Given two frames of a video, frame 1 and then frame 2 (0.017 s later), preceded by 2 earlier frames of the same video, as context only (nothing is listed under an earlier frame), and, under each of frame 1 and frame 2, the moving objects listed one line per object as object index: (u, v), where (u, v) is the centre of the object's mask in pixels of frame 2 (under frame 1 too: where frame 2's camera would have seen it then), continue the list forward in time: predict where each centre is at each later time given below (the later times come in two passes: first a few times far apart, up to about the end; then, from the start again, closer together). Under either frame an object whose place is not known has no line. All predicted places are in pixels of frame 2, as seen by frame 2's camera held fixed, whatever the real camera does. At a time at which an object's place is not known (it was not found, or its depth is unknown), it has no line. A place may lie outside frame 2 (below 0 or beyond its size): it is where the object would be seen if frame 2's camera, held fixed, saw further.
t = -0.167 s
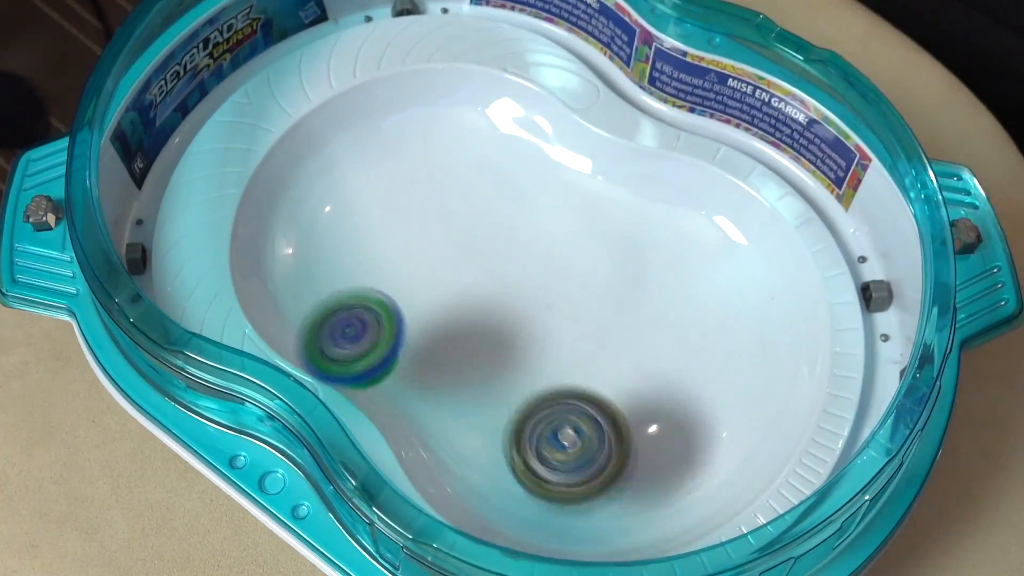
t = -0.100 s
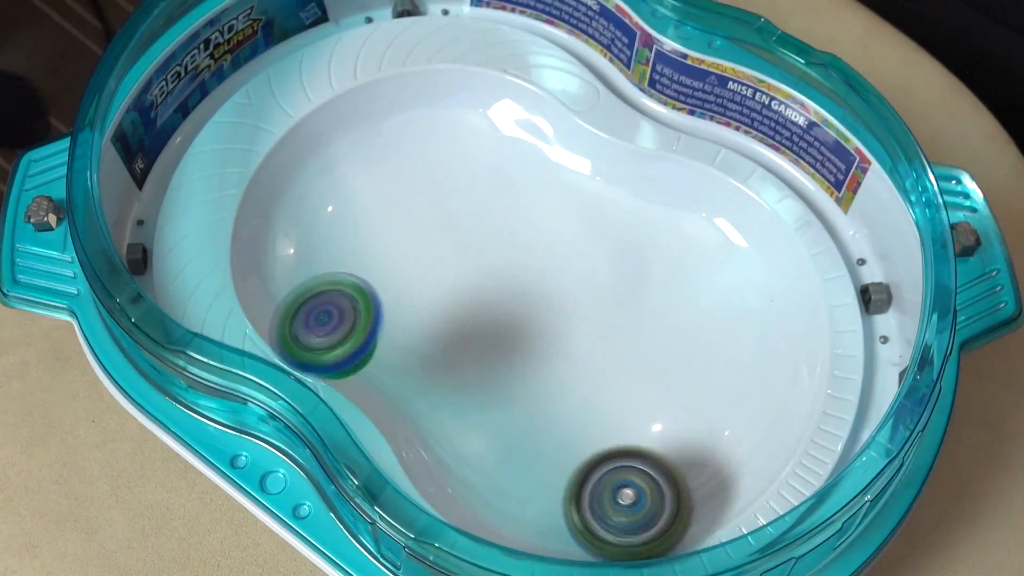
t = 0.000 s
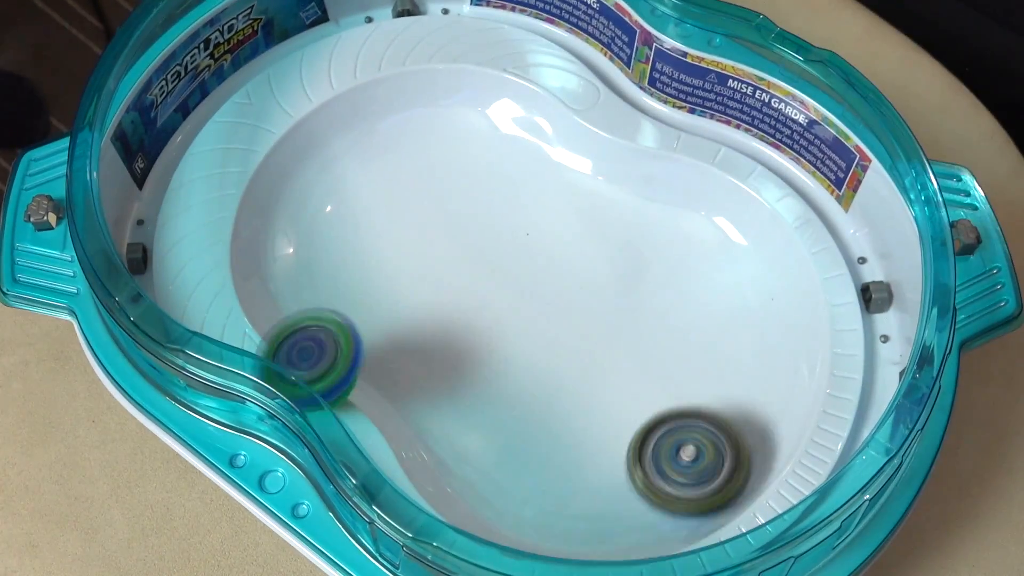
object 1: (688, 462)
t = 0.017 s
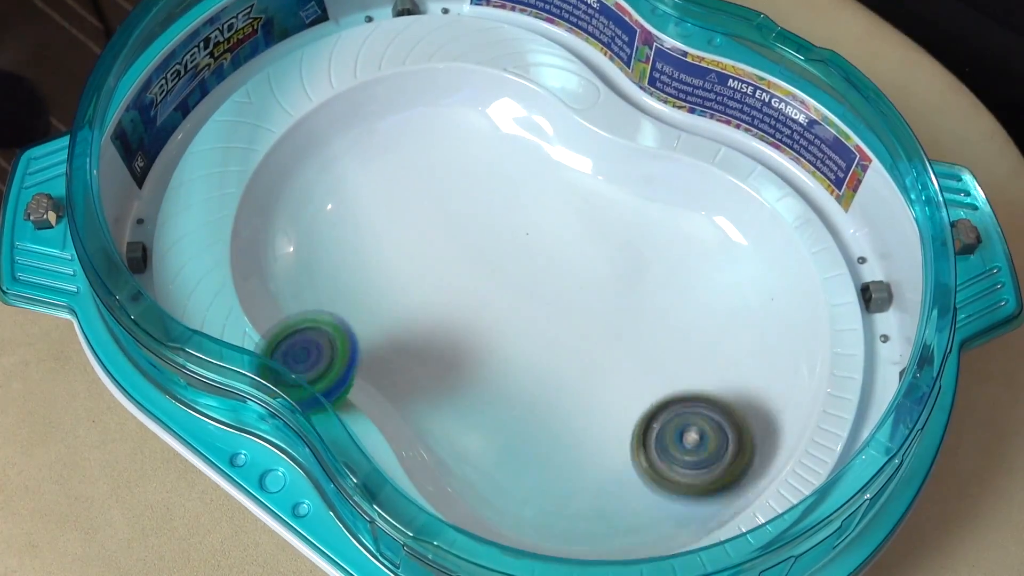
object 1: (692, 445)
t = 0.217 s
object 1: (647, 245)
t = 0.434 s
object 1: (428, 203)
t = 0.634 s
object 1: (260, 271)
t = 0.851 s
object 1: (531, 308)
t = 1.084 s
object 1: (752, 301)
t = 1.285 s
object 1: (635, 278)
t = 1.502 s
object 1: (410, 309)
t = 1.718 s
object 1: (439, 326)
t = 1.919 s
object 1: (605, 328)
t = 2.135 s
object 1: (665, 319)
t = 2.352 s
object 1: (542, 278)
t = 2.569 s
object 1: (458, 317)
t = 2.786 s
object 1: (591, 405)
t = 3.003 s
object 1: (714, 317)
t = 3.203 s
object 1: (578, 183)
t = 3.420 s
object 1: (311, 196)
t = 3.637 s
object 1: (395, 338)
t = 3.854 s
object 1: (750, 371)
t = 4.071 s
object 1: (684, 228)
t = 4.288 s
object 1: (337, 183)
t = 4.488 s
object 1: (326, 306)
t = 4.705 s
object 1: (708, 397)
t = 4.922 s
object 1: (727, 251)
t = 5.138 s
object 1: (388, 179)
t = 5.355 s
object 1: (297, 290)
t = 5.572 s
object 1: (652, 397)
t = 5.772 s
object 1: (773, 278)
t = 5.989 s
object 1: (469, 178)
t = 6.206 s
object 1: (266, 243)
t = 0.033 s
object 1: (696, 430)
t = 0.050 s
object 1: (697, 412)
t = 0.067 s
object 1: (698, 394)
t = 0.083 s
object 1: (697, 374)
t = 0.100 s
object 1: (697, 357)
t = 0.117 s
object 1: (693, 338)
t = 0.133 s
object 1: (689, 321)
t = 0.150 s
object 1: (682, 305)
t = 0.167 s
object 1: (674, 288)
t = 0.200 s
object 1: (656, 258)
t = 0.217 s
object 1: (647, 245)
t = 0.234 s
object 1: (635, 232)
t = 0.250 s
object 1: (624, 222)
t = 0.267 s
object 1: (611, 214)
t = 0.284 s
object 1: (599, 207)
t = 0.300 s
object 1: (584, 201)
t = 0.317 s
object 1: (571, 197)
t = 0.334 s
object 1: (554, 195)
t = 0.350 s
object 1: (537, 195)
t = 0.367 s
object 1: (517, 194)
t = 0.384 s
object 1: (497, 196)
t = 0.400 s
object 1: (475, 197)
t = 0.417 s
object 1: (451, 200)
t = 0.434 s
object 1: (428, 203)
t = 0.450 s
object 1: (405, 207)
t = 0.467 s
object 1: (383, 212)
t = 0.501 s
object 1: (337, 222)
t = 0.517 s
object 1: (316, 228)
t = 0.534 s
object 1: (297, 234)
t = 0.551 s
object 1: (280, 240)
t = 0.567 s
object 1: (269, 244)
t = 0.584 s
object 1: (260, 249)
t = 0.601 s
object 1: (258, 256)
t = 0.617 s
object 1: (256, 264)
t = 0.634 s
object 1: (260, 271)
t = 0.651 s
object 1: (268, 278)
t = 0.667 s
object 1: (281, 285)
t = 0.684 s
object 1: (295, 295)
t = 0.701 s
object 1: (312, 302)
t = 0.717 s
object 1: (330, 307)
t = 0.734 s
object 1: (354, 308)
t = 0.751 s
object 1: (377, 309)
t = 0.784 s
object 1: (428, 309)
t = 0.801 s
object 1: (455, 308)
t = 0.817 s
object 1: (480, 308)
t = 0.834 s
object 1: (506, 308)
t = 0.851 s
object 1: (531, 308)
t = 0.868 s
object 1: (554, 308)
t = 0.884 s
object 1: (577, 308)
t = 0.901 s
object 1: (600, 309)
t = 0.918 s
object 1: (622, 309)
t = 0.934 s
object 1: (642, 311)
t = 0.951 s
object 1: (661, 311)
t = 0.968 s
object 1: (680, 311)
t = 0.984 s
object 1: (694, 311)
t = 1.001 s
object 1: (709, 310)
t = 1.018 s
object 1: (721, 309)
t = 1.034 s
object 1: (732, 308)
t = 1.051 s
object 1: (741, 306)
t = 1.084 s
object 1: (752, 301)
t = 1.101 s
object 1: (752, 300)
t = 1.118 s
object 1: (752, 298)
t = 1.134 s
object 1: (749, 297)
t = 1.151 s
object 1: (744, 297)
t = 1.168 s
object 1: (735, 296)
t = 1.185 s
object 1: (725, 295)
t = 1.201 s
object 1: (712, 293)
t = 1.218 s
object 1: (700, 291)
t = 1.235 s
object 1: (686, 288)
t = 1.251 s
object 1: (669, 285)
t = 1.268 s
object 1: (654, 281)
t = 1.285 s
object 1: (635, 278)
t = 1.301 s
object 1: (616, 275)
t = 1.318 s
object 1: (598, 275)
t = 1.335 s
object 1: (575, 276)
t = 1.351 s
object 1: (555, 277)
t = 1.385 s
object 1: (517, 282)
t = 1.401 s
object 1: (499, 285)
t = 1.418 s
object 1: (481, 289)
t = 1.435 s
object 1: (463, 293)
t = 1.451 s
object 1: (448, 296)
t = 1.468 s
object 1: (434, 301)
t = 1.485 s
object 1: (421, 305)
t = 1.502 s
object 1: (410, 309)
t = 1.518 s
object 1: (401, 313)
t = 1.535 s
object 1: (394, 316)
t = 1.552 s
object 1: (389, 319)
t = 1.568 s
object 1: (385, 321)
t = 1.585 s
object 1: (383, 323)
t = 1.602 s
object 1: (384, 325)
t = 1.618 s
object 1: (386, 326)
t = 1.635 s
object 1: (390, 326)
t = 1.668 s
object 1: (405, 327)
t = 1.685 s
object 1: (414, 327)
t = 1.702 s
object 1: (426, 326)
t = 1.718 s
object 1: (439, 326)
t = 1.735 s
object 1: (452, 325)
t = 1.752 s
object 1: (467, 325)
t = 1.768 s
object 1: (483, 325)
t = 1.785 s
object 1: (498, 325)
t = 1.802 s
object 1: (513, 325)
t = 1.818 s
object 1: (529, 324)
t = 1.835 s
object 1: (543, 325)
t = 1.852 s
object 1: (556, 325)
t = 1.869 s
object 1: (569, 325)
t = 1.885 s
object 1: (582, 326)
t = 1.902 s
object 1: (594, 327)
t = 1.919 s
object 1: (605, 328)
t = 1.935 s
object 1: (616, 329)
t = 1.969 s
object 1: (634, 332)
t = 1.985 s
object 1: (642, 332)
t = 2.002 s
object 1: (649, 332)
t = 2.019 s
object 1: (655, 333)
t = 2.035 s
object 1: (660, 332)
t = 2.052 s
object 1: (663, 331)
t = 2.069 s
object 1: (666, 330)
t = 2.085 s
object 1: (668, 328)
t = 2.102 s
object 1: (668, 326)
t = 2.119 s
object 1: (667, 323)
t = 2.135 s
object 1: (665, 319)
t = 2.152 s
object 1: (663, 316)
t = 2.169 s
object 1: (659, 312)
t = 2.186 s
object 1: (652, 306)
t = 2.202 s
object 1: (646, 301)
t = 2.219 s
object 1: (639, 296)
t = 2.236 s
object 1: (630, 291)
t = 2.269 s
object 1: (608, 284)
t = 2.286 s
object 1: (596, 282)
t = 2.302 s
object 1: (583, 281)
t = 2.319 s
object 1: (569, 280)
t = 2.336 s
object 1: (554, 279)
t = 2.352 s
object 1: (542, 278)
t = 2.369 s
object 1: (530, 279)
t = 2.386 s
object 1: (518, 280)
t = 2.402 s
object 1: (506, 281)
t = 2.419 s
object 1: (497, 283)
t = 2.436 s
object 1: (488, 285)
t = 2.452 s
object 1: (480, 288)
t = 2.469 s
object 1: (473, 292)
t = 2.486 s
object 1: (466, 295)
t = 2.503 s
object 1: (462, 298)
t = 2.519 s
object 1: (460, 302)
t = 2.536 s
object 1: (458, 308)
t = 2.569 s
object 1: (458, 317)
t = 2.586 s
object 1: (462, 322)
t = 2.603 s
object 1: (467, 328)
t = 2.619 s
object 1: (473, 333)
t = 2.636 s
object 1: (481, 339)
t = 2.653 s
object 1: (490, 345)
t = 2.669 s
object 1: (500, 351)
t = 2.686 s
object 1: (512, 358)
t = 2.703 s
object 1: (525, 367)
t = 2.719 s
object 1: (537, 375)
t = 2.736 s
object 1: (551, 384)
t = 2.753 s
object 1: (564, 392)
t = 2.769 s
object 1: (577, 399)
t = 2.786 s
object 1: (591, 405)
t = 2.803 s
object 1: (605, 409)
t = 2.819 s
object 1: (617, 410)
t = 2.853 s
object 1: (645, 406)
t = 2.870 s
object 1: (656, 402)
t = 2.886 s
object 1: (668, 396)
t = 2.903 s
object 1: (678, 389)
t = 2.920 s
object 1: (687, 379)
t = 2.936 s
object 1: (696, 369)
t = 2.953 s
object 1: (703, 357)
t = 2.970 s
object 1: (708, 344)
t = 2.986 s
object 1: (712, 331)
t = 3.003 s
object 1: (714, 317)
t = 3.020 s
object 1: (714, 302)
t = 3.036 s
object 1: (711, 285)
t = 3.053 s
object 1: (706, 270)
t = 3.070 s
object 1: (699, 255)
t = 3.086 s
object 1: (691, 241)
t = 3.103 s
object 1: (681, 227)
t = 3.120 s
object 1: (667, 216)
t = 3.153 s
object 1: (636, 197)
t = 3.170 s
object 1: (617, 191)
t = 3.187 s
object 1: (600, 186)
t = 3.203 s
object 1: (578, 183)
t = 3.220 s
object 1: (557, 181)
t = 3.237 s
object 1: (535, 179)
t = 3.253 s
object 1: (511, 179)
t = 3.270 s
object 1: (487, 178)
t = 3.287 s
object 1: (463, 177)
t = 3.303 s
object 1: (441, 176)
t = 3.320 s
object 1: (418, 175)
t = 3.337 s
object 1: (398, 176)
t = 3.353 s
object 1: (378, 178)
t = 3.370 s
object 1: (360, 180)
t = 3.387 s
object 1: (343, 184)
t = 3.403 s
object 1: (326, 189)
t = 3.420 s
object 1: (311, 196)
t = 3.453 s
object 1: (286, 215)
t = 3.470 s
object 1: (277, 225)
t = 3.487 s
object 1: (272, 236)
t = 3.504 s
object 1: (271, 249)
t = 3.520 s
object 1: (273, 263)
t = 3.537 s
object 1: (281, 276)
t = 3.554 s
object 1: (292, 289)
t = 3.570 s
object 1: (306, 301)
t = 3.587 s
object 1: (326, 312)
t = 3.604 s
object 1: (347, 322)
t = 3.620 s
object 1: (370, 330)
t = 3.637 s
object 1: (395, 338)
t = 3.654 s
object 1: (423, 345)
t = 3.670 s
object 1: (452, 351)
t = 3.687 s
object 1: (481, 358)
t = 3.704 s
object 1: (511, 364)
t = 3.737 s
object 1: (572, 377)
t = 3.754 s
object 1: (604, 382)
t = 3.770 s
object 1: (632, 385)
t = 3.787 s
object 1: (661, 387)
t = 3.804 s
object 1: (686, 386)
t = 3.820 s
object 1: (711, 384)
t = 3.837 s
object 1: (732, 378)
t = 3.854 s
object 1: (750, 371)
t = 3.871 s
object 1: (766, 361)
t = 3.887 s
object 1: (780, 351)
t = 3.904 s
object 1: (790, 338)
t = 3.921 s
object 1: (795, 325)
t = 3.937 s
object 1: (796, 311)
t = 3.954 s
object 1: (794, 300)
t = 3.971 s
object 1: (788, 289)
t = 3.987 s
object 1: (778, 280)
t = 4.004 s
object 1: (763, 271)
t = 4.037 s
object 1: (729, 250)
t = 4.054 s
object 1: (707, 239)
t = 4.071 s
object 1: (684, 228)
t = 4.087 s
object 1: (659, 219)
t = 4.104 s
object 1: (630, 210)
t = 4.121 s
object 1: (600, 203)
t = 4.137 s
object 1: (572, 200)
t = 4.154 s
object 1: (543, 198)
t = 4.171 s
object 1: (514, 194)
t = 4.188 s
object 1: (486, 191)
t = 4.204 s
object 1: (457, 188)
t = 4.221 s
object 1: (431, 186)
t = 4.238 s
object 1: (405, 185)
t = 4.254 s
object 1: (381, 183)
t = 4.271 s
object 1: (359, 183)
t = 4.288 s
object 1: (337, 183)
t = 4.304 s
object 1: (316, 186)
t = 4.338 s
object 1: (283, 194)
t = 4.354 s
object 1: (273, 200)
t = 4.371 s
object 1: (264, 209)
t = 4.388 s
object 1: (261, 220)
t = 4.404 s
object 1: (261, 233)
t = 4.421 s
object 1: (264, 249)
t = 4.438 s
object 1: (273, 265)
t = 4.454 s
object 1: (287, 281)
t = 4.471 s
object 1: (304, 295)
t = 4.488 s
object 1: (326, 306)
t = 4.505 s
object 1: (352, 316)
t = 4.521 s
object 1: (379, 326)
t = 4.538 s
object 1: (408, 335)
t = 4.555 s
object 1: (439, 344)
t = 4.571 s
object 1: (471, 354)
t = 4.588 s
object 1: (503, 364)
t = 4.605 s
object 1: (533, 373)
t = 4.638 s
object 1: (596, 390)
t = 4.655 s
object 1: (624, 394)
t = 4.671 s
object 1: (654, 398)
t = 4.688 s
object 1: (682, 398)
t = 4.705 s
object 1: (708, 397)
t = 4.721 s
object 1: (734, 392)
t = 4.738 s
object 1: (756, 384)
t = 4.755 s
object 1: (773, 373)
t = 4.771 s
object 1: (786, 360)
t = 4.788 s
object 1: (794, 346)
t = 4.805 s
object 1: (798, 333)
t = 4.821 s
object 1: (798, 320)
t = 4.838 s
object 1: (795, 308)
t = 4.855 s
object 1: (789, 298)
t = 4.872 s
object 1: (779, 287)
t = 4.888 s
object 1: (765, 276)
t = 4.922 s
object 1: (727, 251)
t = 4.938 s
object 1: (702, 237)
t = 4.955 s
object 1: (679, 225)
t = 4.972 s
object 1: (652, 215)
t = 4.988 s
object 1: (626, 207)
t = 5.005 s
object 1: (599, 201)
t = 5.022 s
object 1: (570, 196)
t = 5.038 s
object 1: (540, 193)
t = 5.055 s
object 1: (511, 190)
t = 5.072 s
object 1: (485, 187)
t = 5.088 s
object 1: (460, 185)
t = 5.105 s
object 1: (435, 183)
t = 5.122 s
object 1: (411, 180)
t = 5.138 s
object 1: (388, 179)
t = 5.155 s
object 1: (367, 178)
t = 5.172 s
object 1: (346, 180)
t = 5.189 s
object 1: (327, 182)
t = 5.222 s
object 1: (294, 190)
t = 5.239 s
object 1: (281, 196)
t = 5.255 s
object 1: (271, 204)
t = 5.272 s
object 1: (264, 215)
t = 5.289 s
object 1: (262, 229)
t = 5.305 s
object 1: (264, 245)
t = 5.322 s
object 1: (271, 259)
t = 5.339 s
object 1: (282, 275)
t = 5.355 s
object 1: (297, 290)
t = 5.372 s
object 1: (316, 303)
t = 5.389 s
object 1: (340, 315)
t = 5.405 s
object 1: (365, 324)
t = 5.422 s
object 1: (394, 333)
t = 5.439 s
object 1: (421, 342)
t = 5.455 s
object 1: (450, 351)
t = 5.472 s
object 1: (481, 362)
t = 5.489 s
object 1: (511, 371)
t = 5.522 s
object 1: (569, 386)
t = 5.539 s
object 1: (599, 391)
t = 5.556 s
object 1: (625, 395)
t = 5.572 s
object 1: (652, 397)
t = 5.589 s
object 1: (675, 396)
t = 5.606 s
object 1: (699, 392)
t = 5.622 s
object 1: (719, 387)
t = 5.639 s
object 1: (741, 379)
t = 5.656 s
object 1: (758, 370)
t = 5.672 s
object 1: (771, 358)
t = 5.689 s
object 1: (781, 345)
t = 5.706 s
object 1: (786, 331)
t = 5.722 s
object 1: (788, 318)
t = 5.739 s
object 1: (788, 304)
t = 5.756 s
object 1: (782, 290)
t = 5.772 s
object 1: (773, 278)
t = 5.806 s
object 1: (748, 252)
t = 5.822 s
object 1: (730, 237)
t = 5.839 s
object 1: (709, 224)
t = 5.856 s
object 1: (686, 213)
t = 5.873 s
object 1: (658, 203)
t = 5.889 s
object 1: (633, 194)
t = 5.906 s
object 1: (605, 189)
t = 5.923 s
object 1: (580, 185)
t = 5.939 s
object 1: (552, 182)
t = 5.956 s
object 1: (522, 180)
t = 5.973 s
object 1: (496, 178)
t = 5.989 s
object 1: (469, 178)
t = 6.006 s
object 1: (443, 176)
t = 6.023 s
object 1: (418, 175)
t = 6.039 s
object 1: (395, 175)
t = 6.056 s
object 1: (375, 175)
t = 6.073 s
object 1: (354, 176)
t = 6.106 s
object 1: (317, 183)
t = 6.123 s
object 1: (302, 189)
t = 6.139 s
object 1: (289, 196)
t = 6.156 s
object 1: (277, 206)
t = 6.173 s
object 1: (270, 217)
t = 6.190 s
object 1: (267, 229)
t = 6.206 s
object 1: (266, 243)
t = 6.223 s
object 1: (270, 259)
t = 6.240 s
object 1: (279, 273)
